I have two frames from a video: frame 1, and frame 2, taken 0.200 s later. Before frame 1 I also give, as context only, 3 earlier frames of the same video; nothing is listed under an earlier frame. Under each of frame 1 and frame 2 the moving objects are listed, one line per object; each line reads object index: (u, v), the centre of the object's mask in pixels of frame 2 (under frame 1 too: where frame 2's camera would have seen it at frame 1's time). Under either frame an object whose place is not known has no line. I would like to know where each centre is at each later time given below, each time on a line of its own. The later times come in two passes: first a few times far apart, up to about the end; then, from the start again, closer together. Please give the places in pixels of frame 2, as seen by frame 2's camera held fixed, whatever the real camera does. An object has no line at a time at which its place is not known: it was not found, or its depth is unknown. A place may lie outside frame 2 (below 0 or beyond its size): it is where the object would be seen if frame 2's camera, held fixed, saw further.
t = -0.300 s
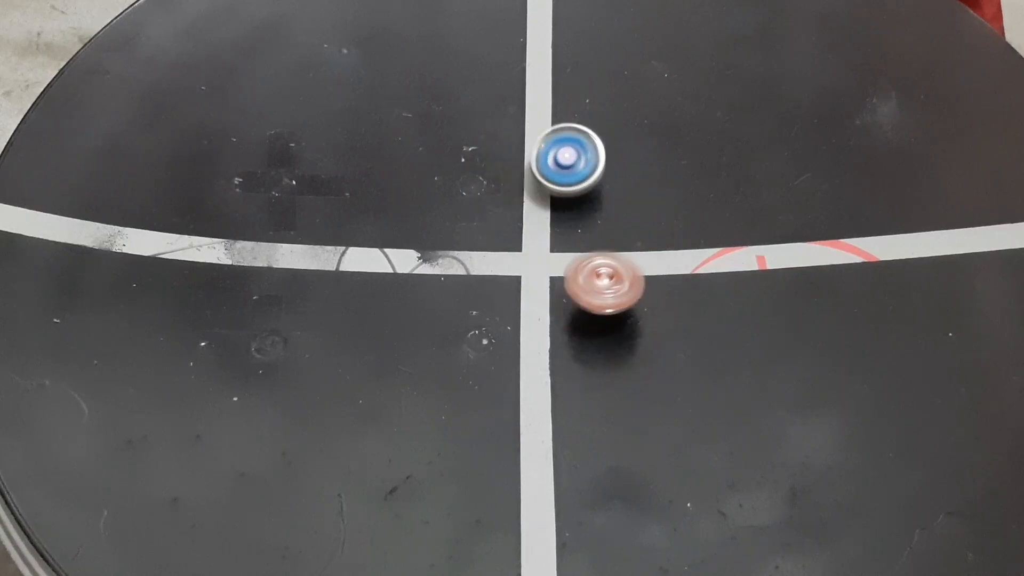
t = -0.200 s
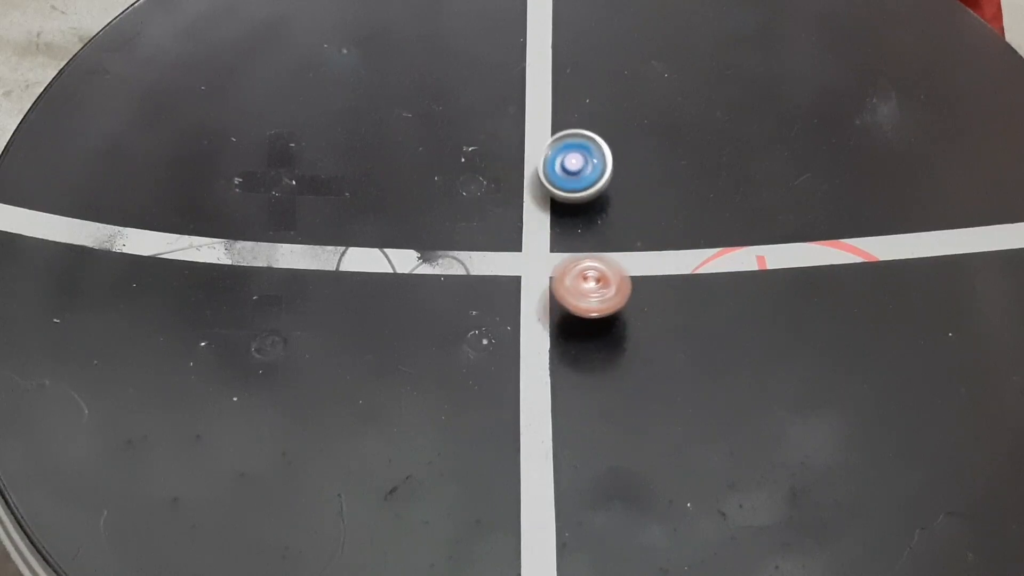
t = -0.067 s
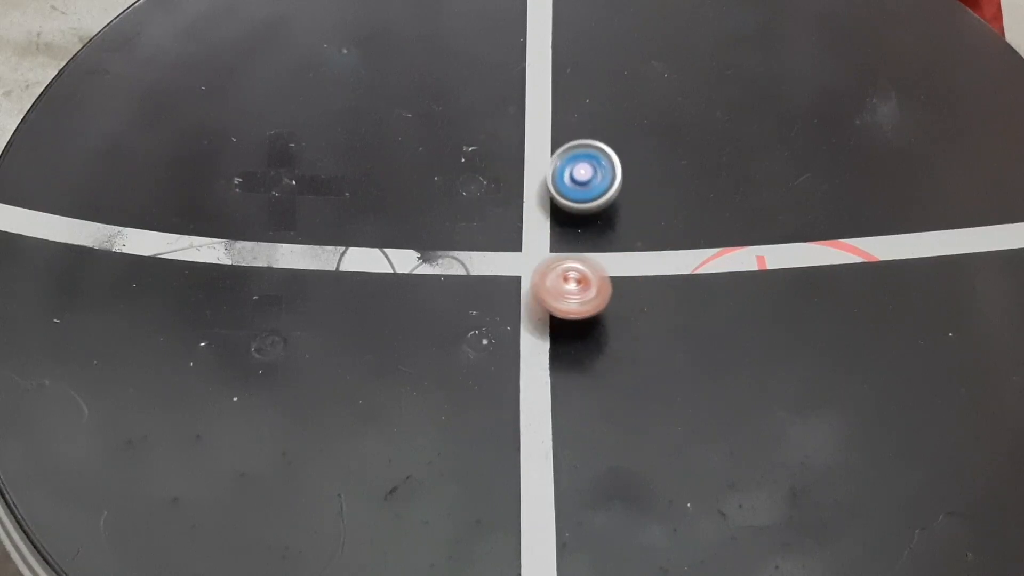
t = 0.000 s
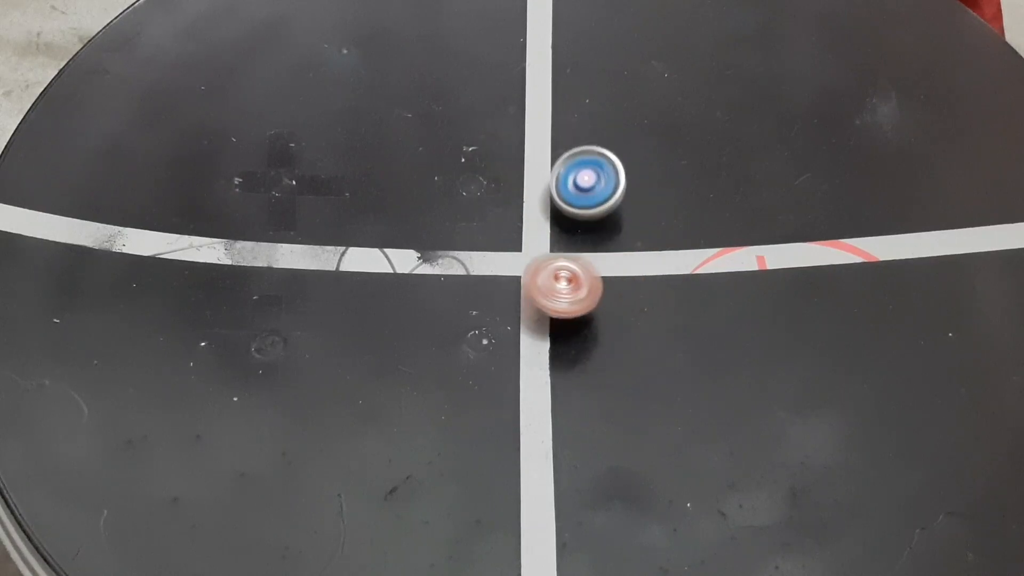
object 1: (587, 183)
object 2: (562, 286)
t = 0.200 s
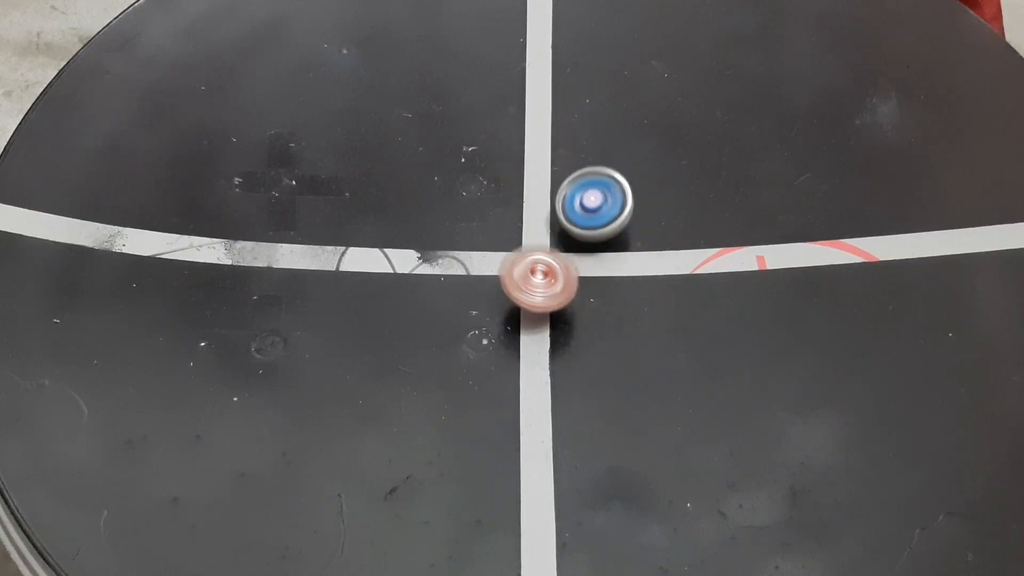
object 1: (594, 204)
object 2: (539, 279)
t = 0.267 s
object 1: (597, 213)
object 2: (533, 276)
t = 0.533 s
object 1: (600, 246)
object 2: (517, 258)
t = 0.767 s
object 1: (594, 268)
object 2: (511, 243)
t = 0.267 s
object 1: (597, 213)
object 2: (533, 276)
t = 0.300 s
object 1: (598, 216)
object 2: (531, 275)
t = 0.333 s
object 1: (599, 220)
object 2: (528, 273)
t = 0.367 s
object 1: (600, 225)
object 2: (526, 271)
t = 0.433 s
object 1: (601, 235)
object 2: (522, 266)
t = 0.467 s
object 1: (601, 239)
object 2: (520, 263)
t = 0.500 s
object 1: (601, 242)
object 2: (519, 261)
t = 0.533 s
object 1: (600, 246)
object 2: (517, 258)
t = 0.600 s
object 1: (599, 253)
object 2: (515, 255)
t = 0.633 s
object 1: (598, 257)
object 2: (514, 253)
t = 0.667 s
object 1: (597, 259)
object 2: (512, 251)
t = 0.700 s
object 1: (596, 262)
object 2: (512, 248)
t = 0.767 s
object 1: (594, 268)
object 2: (511, 243)
